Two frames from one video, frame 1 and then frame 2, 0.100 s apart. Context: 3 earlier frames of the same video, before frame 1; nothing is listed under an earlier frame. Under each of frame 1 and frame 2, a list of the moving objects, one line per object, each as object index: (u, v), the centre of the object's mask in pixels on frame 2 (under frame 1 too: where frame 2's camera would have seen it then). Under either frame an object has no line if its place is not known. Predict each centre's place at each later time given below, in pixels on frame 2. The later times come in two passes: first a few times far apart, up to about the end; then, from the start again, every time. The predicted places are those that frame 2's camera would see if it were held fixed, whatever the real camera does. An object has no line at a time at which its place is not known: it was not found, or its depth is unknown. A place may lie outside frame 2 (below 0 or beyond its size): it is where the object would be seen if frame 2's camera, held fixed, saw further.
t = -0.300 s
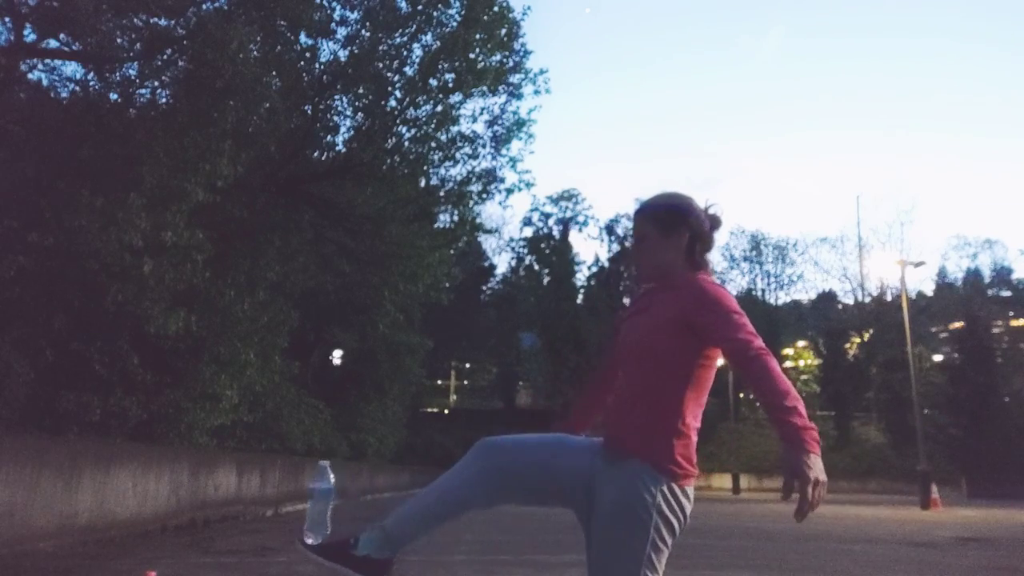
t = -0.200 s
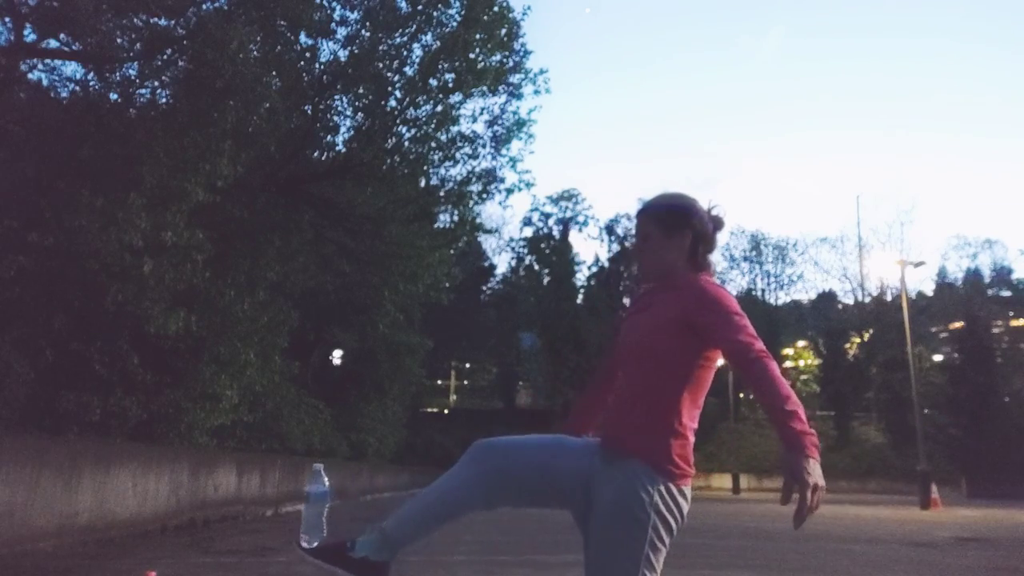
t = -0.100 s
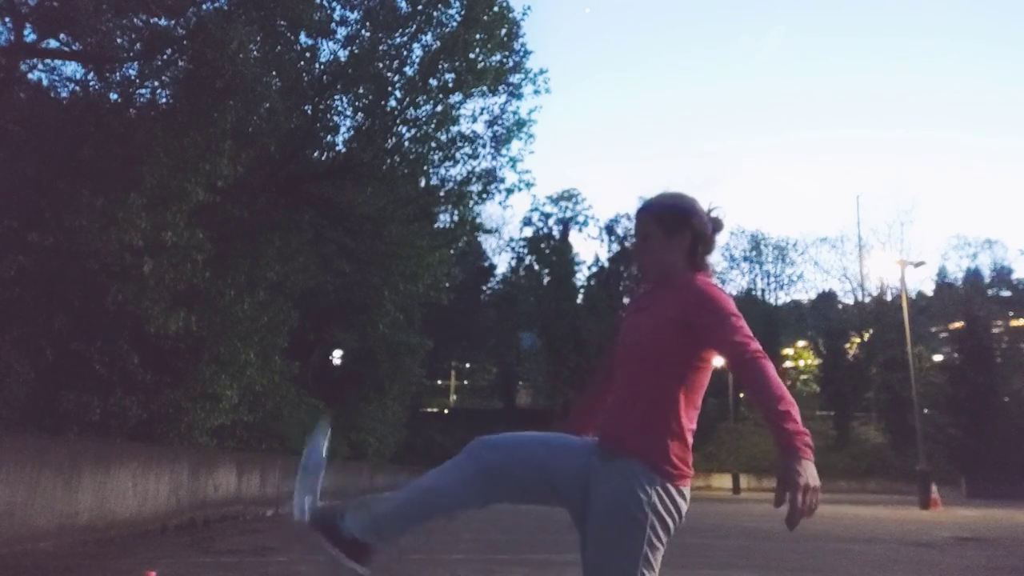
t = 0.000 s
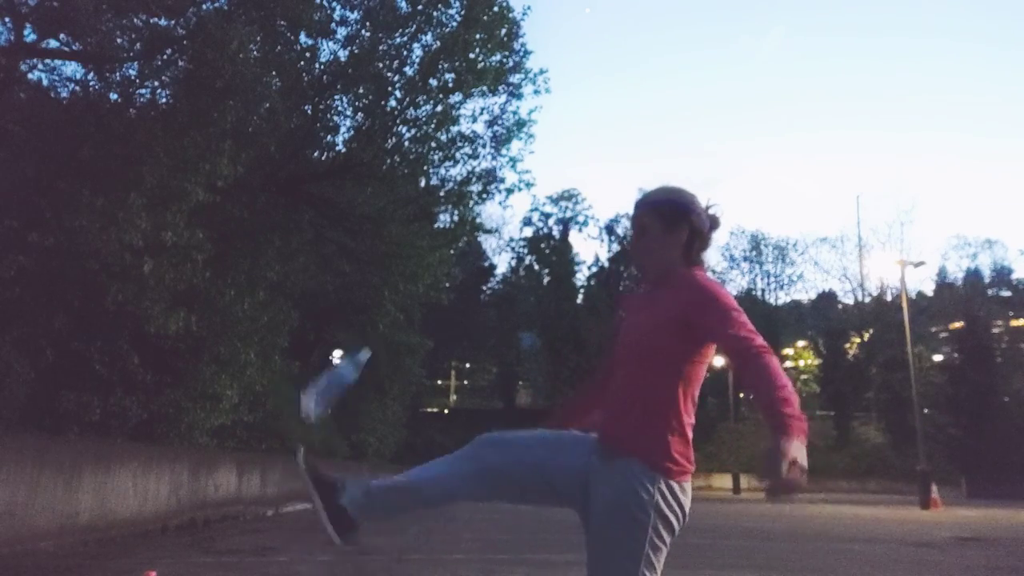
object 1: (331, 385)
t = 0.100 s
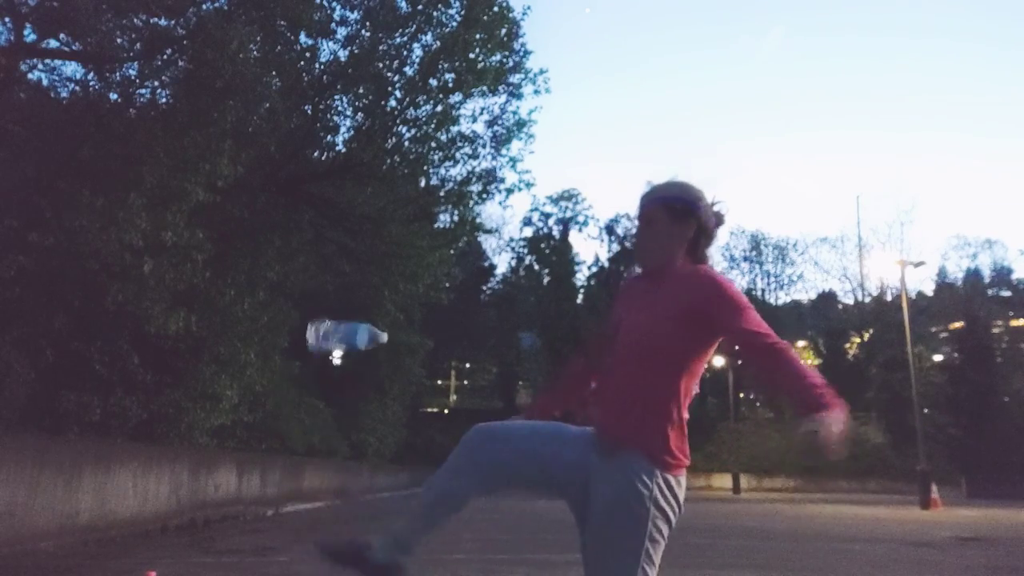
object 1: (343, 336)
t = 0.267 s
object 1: (341, 339)
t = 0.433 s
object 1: (323, 434)
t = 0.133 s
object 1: (344, 329)
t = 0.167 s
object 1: (345, 326)
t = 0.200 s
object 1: (345, 327)
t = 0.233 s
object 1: (344, 331)
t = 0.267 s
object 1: (341, 339)
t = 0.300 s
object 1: (337, 351)
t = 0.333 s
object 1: (334, 366)
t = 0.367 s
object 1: (330, 385)
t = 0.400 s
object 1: (326, 408)
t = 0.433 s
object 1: (323, 434)
